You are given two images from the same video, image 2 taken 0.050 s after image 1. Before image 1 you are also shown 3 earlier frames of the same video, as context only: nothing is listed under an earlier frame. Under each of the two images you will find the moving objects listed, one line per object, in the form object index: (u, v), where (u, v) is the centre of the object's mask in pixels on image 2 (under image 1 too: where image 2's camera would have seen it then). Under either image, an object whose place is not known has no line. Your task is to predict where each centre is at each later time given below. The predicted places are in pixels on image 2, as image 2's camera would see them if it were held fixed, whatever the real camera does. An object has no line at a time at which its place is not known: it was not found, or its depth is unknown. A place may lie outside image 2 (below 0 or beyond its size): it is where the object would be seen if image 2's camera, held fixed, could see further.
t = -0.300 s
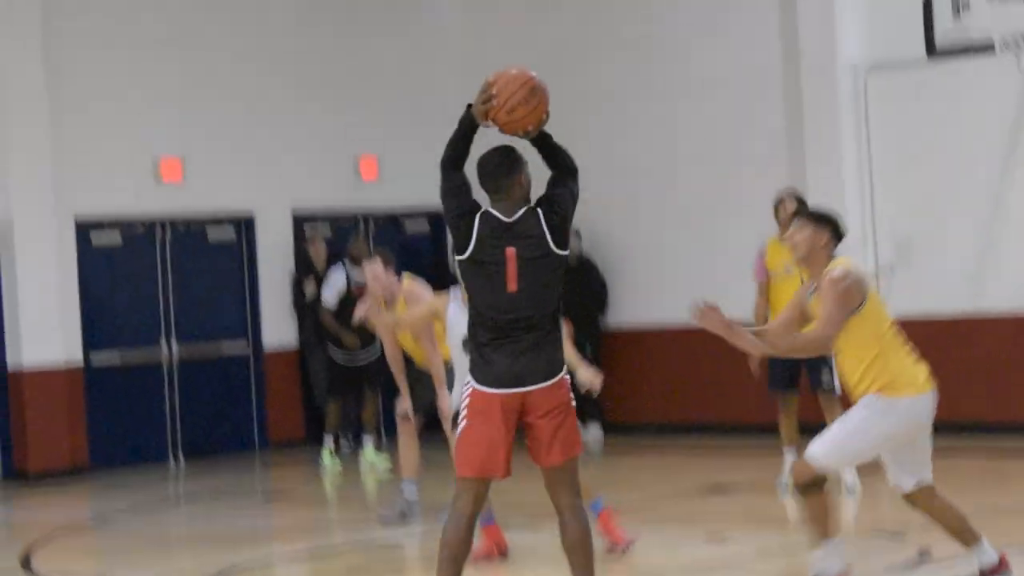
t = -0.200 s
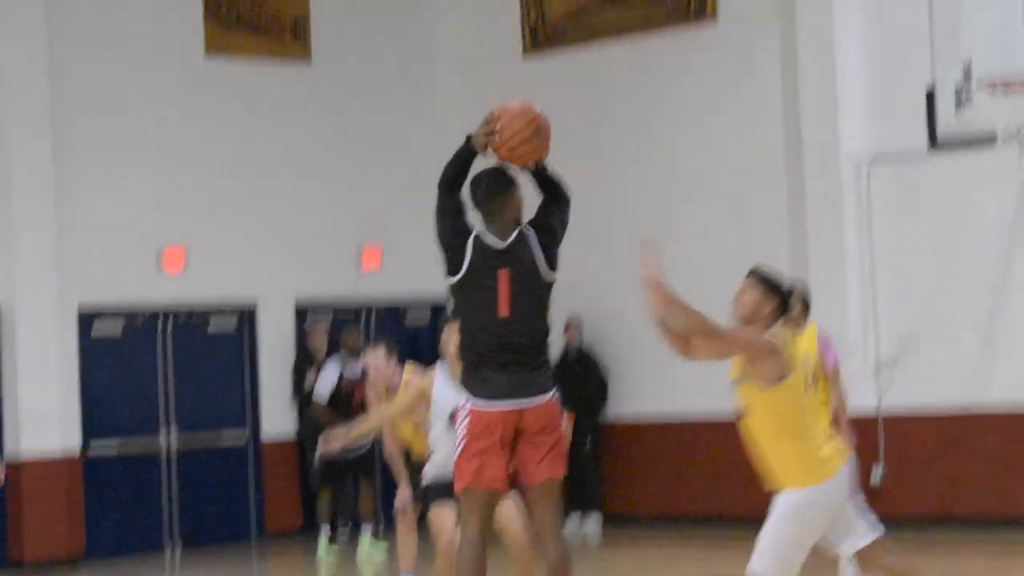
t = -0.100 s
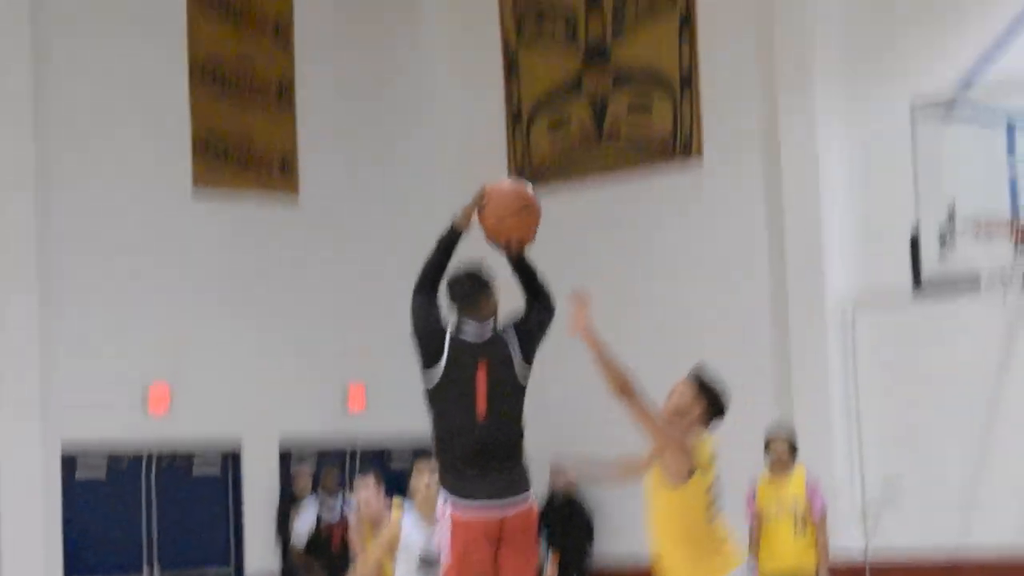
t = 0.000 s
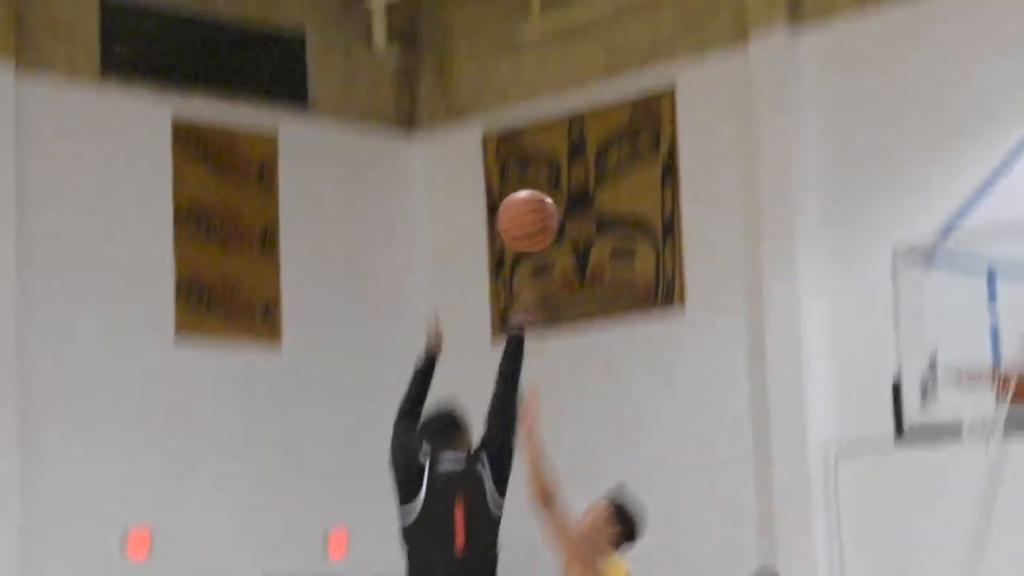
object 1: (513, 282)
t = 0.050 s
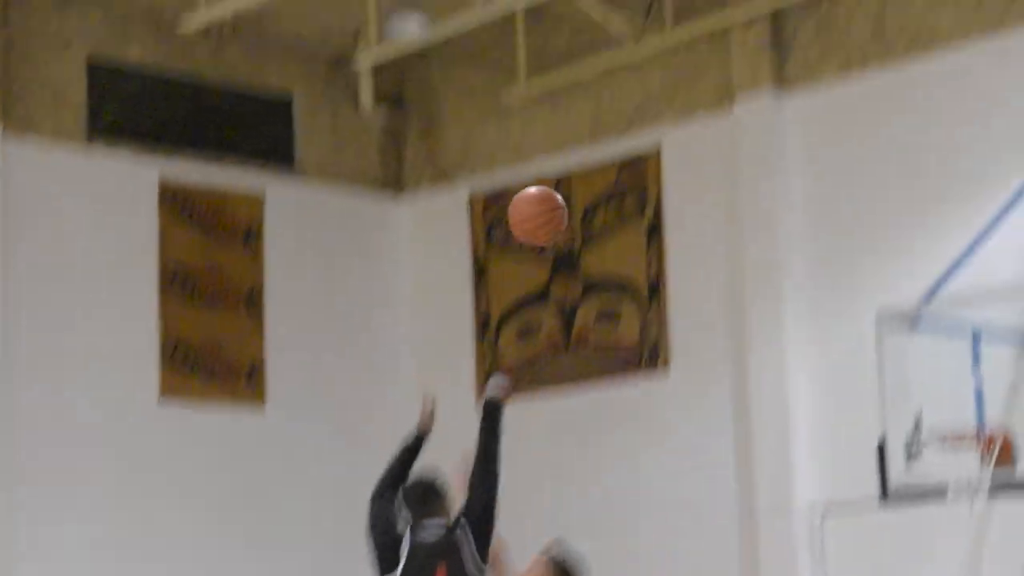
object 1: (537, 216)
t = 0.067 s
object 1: (545, 197)
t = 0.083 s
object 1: (553, 178)
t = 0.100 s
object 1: (561, 160)
